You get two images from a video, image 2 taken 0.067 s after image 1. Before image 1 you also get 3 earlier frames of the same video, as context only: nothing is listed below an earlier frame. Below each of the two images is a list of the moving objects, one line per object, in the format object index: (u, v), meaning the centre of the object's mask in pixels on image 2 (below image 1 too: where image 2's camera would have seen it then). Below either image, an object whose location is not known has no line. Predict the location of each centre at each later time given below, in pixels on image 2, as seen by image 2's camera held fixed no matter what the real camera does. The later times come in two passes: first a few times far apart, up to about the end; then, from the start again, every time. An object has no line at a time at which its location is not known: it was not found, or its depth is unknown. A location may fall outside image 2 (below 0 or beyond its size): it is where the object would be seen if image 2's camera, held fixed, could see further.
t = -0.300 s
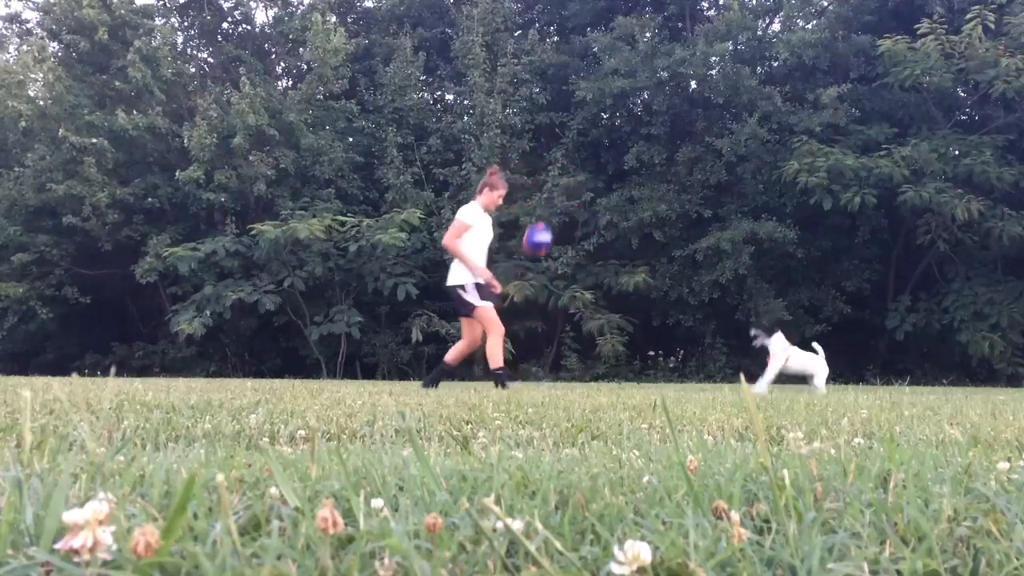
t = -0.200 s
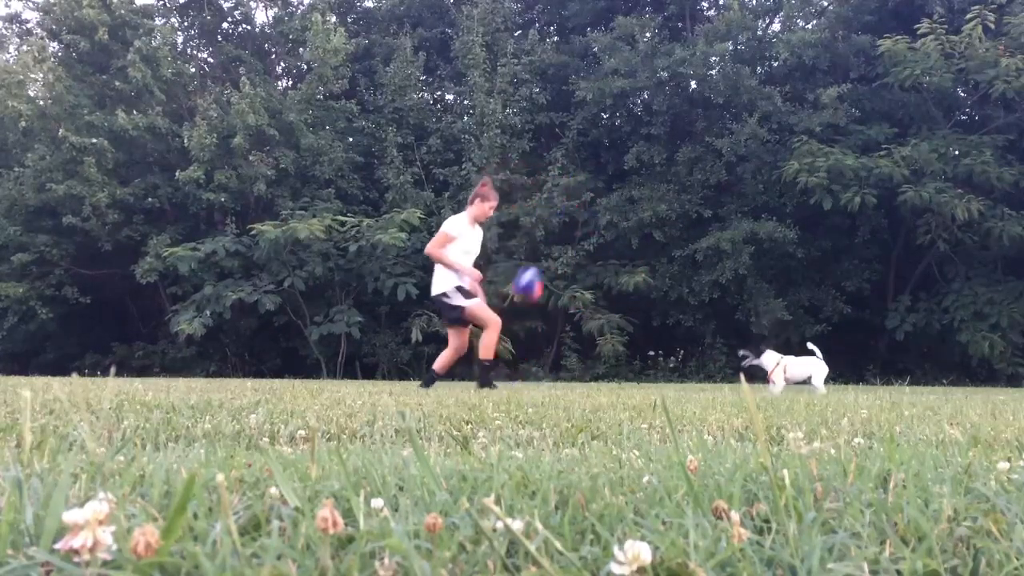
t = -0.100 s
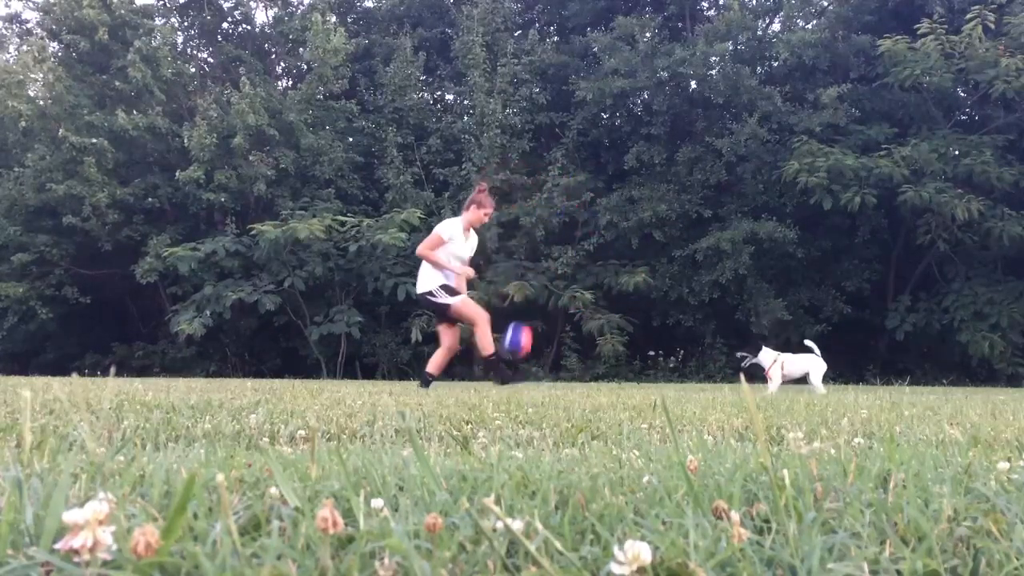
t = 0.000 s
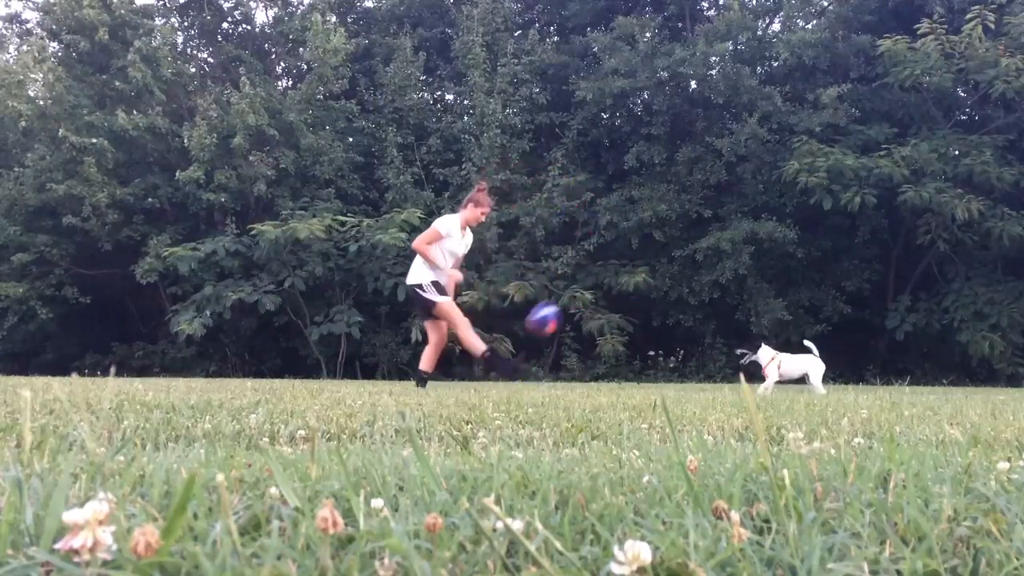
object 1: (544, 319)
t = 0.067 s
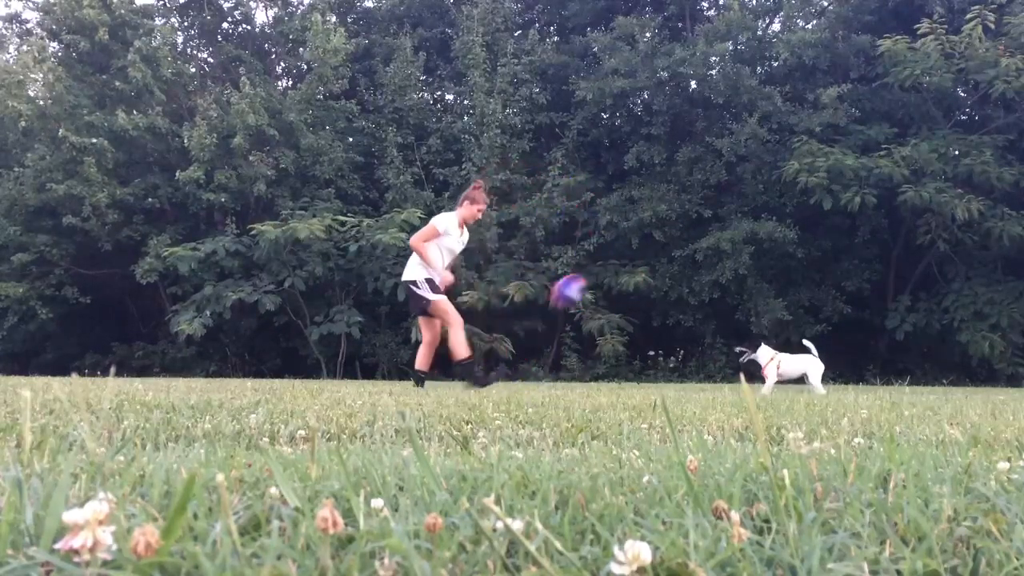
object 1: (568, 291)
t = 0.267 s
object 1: (648, 245)
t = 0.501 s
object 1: (752, 263)
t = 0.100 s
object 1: (582, 280)
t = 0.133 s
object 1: (595, 269)
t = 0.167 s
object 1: (607, 262)
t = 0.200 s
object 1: (621, 255)
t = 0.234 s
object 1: (634, 249)
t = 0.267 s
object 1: (648, 245)
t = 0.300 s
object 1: (663, 243)
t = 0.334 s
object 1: (676, 242)
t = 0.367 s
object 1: (690, 243)
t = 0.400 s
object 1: (706, 246)
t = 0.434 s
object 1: (720, 250)
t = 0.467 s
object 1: (736, 255)
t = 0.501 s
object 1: (752, 263)
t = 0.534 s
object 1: (767, 274)
